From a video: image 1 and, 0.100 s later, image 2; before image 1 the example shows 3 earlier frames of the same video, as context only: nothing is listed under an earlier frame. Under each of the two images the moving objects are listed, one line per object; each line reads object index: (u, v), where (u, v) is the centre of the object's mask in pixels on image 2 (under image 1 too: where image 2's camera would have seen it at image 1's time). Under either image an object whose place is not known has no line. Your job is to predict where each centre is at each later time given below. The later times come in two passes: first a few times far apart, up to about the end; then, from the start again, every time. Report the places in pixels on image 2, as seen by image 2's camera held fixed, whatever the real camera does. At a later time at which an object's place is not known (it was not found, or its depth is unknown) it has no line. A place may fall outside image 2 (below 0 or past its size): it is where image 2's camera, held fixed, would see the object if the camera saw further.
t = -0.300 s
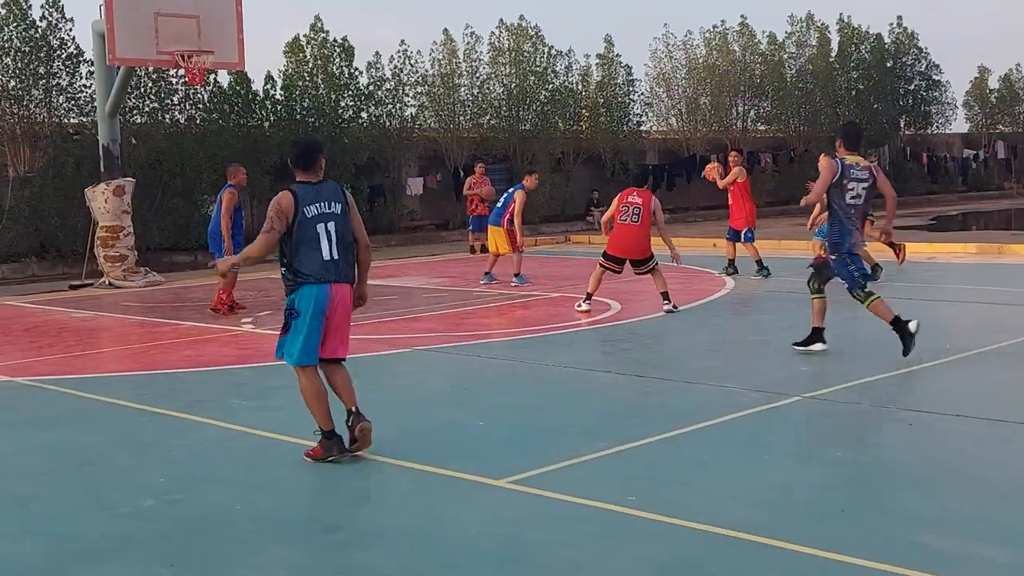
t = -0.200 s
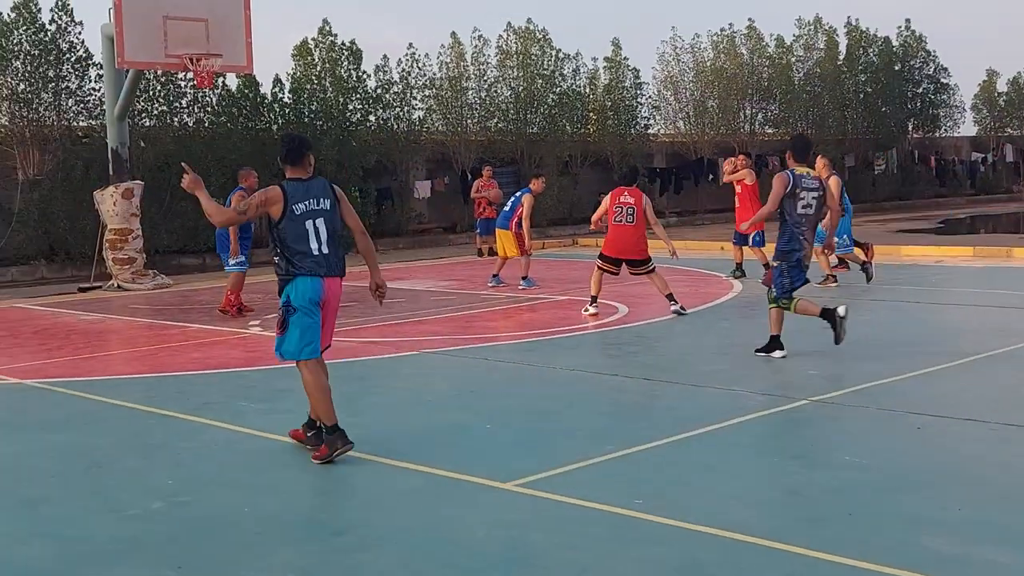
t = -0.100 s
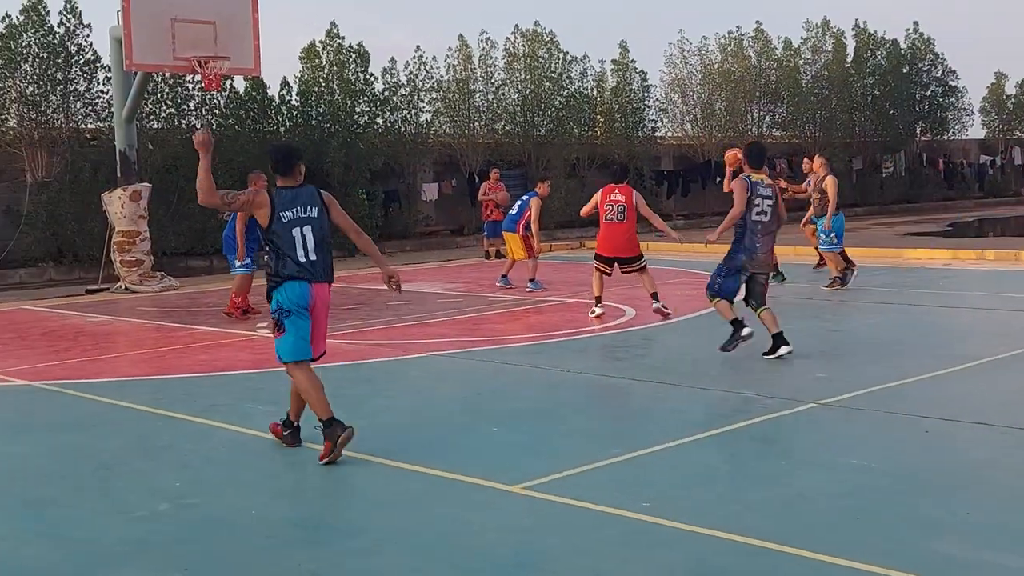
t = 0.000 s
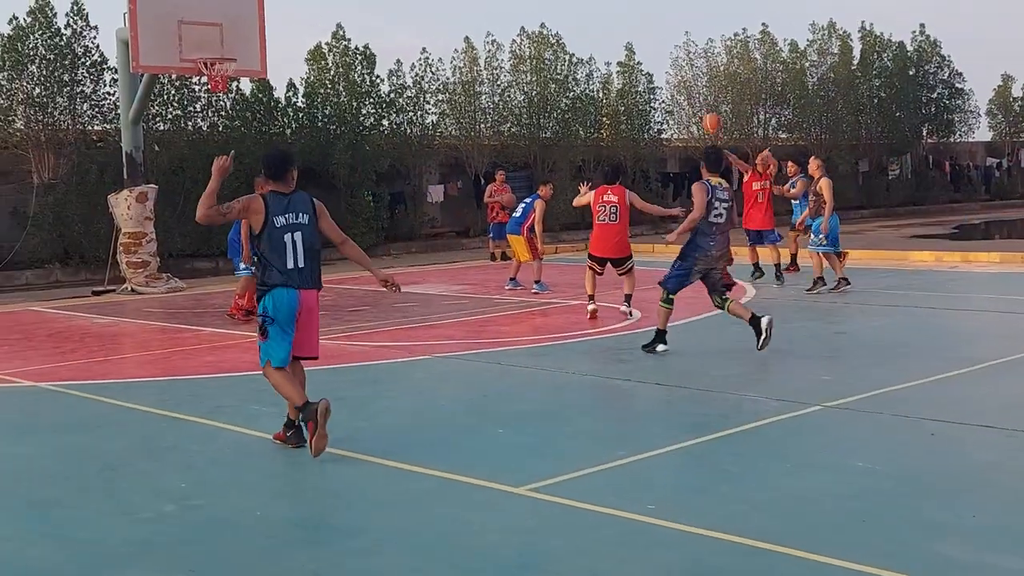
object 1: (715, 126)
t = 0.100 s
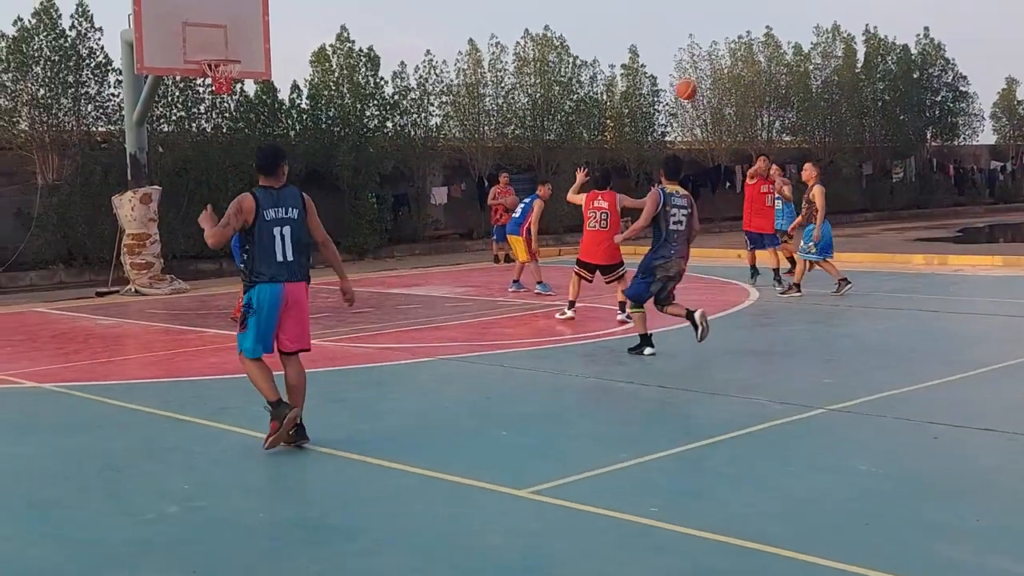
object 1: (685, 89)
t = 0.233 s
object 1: (640, 48)
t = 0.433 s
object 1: (555, 7)
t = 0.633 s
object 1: (446, 5)
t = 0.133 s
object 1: (675, 78)
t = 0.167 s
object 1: (664, 67)
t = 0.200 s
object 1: (652, 57)
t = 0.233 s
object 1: (640, 48)
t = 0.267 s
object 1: (627, 40)
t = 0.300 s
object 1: (614, 32)
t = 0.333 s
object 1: (600, 24)
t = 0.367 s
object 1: (585, 18)
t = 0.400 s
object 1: (571, 12)
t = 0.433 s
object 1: (555, 7)
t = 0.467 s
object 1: (539, 5)
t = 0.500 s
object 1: (522, 4)
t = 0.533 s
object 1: (504, 3)
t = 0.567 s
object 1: (486, 3)
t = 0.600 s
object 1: (466, 4)
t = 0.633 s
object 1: (446, 5)
